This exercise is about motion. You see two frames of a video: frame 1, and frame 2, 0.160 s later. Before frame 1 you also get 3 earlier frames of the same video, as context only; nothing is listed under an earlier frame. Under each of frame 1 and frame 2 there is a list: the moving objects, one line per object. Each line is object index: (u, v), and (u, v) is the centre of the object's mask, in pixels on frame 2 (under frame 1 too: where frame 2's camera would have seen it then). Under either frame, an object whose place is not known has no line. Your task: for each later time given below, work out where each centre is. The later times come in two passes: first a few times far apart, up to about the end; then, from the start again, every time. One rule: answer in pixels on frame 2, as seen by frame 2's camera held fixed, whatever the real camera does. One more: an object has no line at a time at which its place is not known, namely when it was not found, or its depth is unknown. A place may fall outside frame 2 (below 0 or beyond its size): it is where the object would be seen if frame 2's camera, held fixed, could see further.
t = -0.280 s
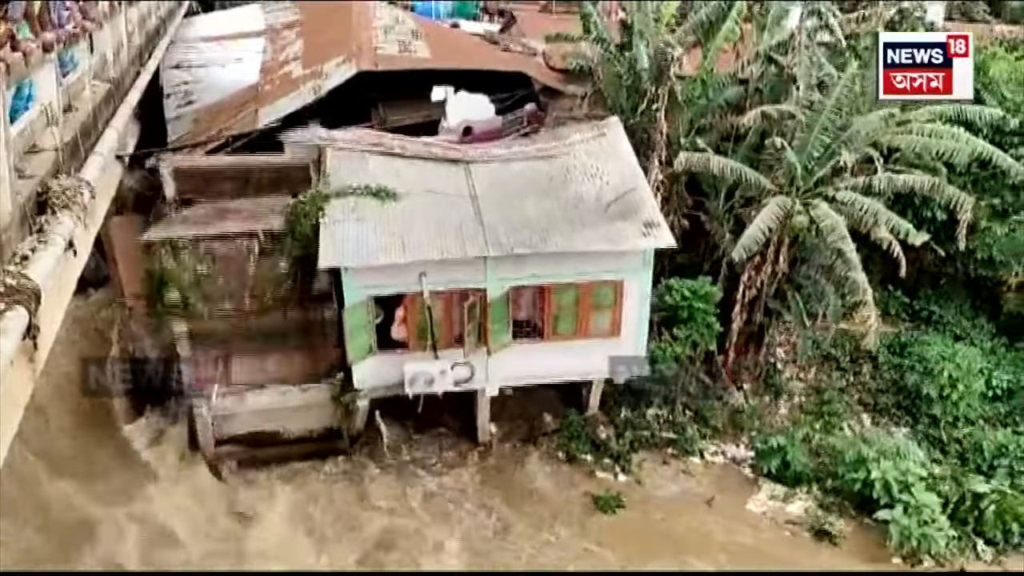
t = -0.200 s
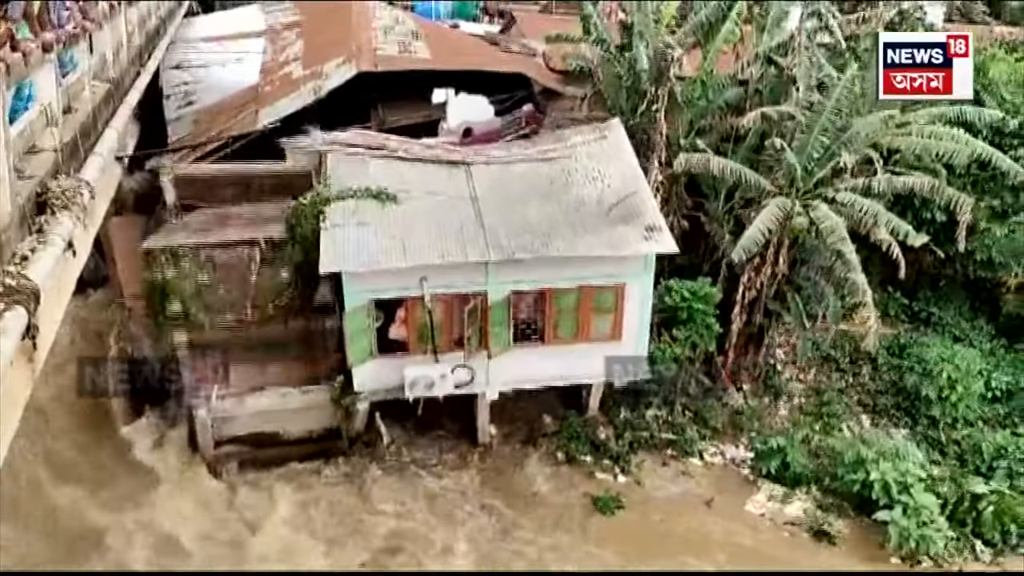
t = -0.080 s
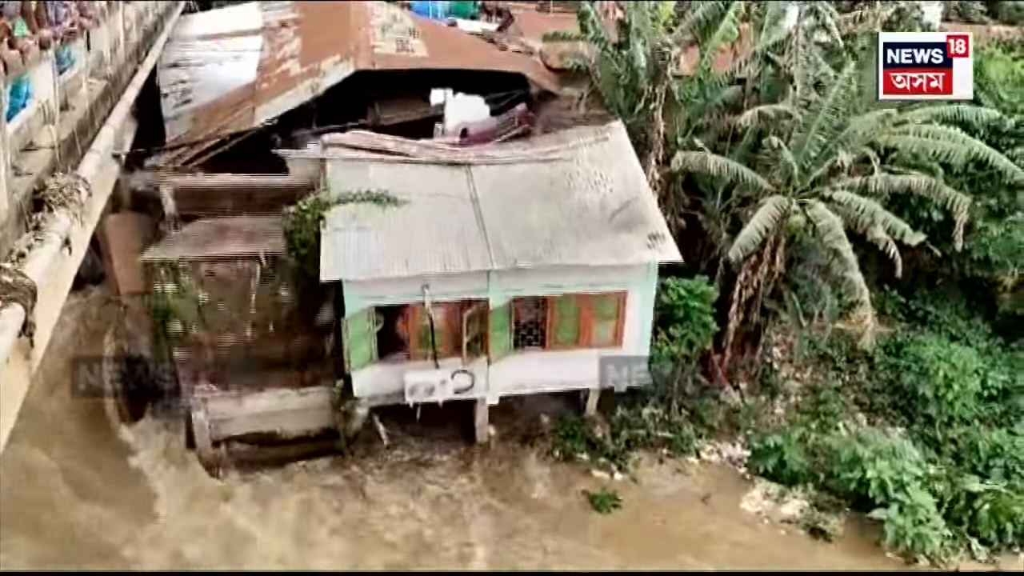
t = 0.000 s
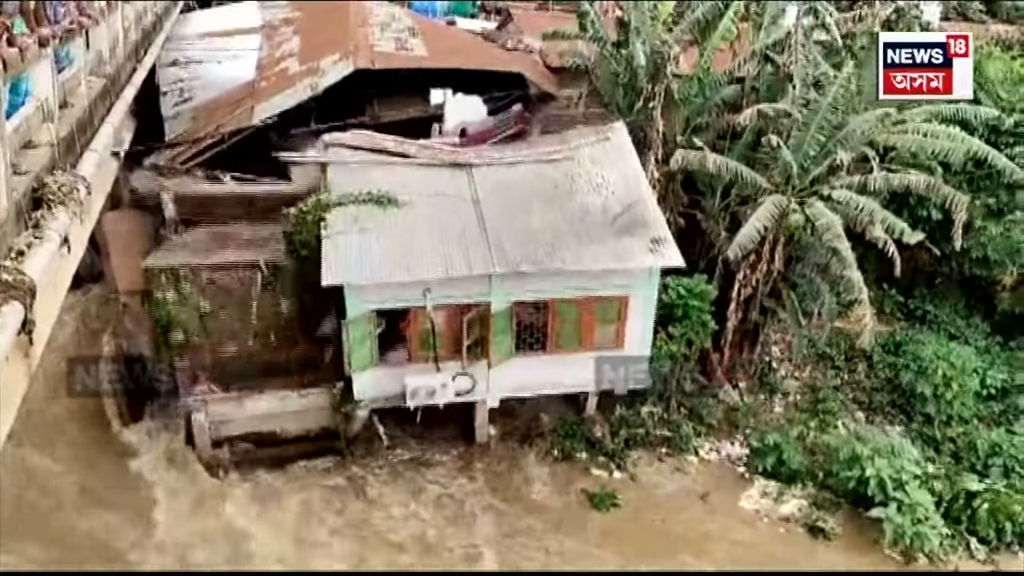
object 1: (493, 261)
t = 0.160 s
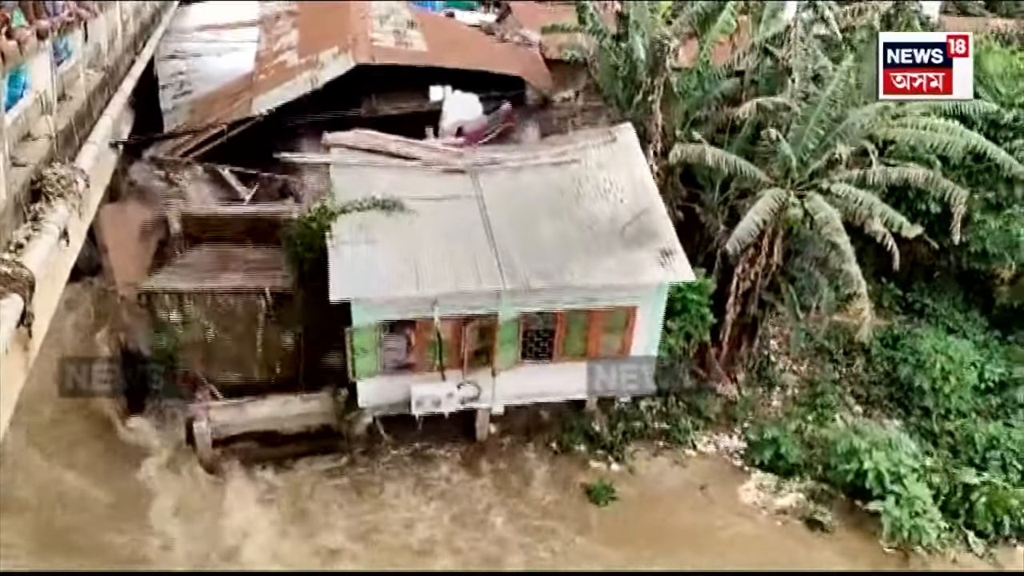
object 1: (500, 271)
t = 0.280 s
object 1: (506, 281)
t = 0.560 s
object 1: (525, 318)
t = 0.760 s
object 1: (538, 356)
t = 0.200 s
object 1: (501, 274)
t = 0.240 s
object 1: (504, 278)
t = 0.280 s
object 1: (506, 281)
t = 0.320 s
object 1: (509, 286)
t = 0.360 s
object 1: (511, 290)
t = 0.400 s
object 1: (514, 294)
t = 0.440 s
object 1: (517, 300)
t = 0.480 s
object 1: (519, 304)
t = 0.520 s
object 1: (523, 312)
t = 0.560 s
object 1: (525, 318)
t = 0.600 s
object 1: (527, 323)
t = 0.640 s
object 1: (530, 333)
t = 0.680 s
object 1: (533, 339)
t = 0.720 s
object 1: (536, 348)
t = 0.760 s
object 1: (538, 356)
